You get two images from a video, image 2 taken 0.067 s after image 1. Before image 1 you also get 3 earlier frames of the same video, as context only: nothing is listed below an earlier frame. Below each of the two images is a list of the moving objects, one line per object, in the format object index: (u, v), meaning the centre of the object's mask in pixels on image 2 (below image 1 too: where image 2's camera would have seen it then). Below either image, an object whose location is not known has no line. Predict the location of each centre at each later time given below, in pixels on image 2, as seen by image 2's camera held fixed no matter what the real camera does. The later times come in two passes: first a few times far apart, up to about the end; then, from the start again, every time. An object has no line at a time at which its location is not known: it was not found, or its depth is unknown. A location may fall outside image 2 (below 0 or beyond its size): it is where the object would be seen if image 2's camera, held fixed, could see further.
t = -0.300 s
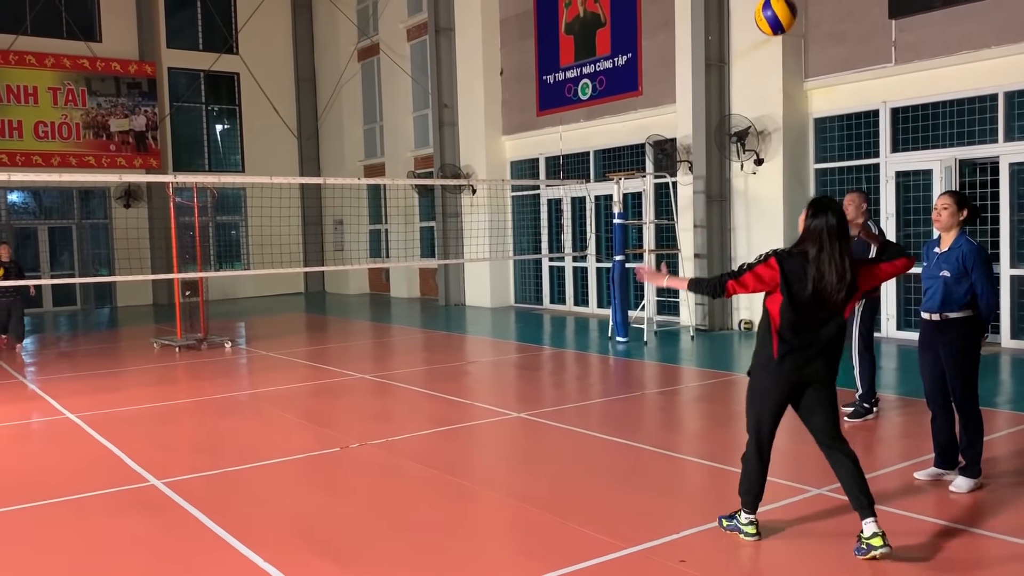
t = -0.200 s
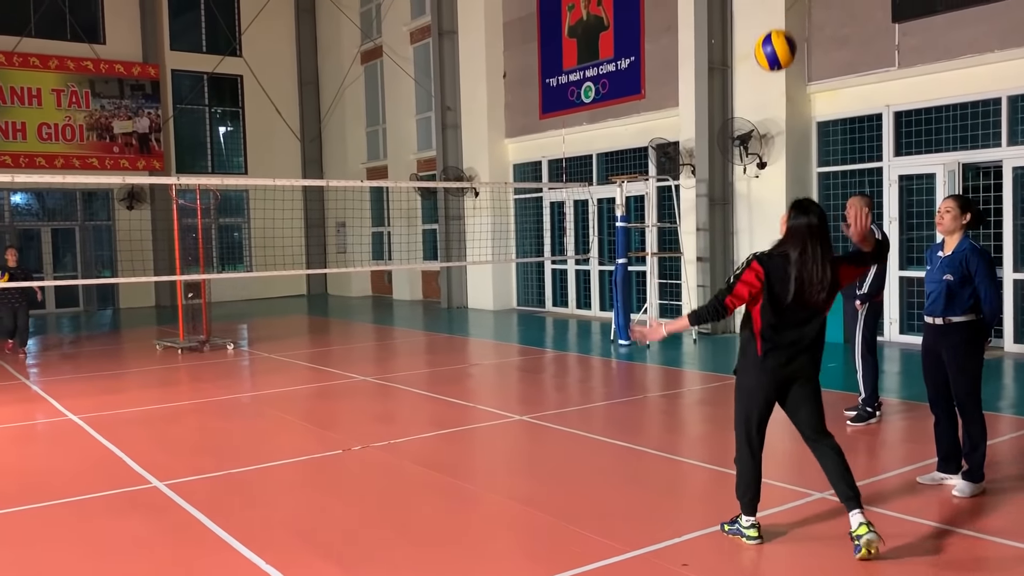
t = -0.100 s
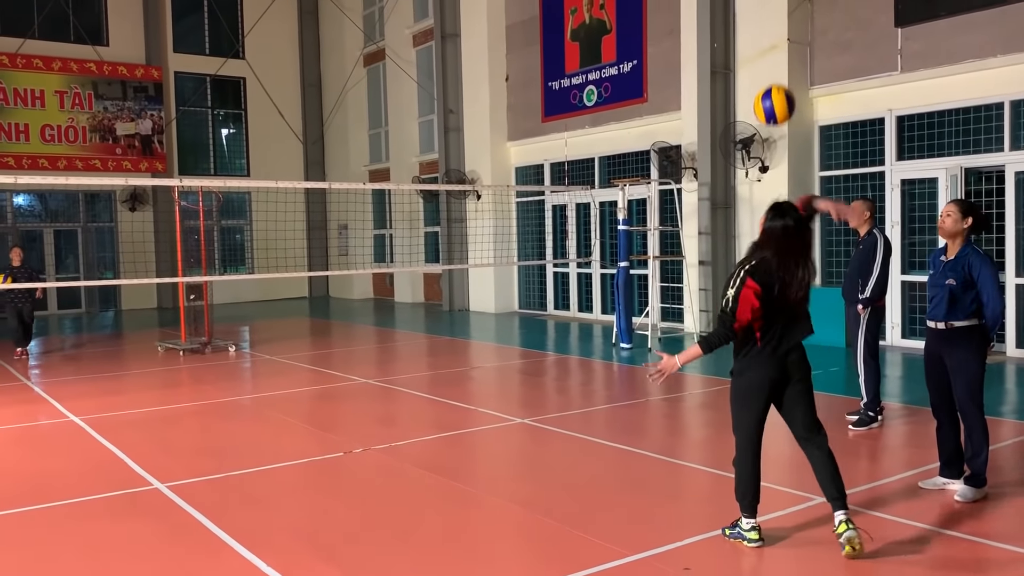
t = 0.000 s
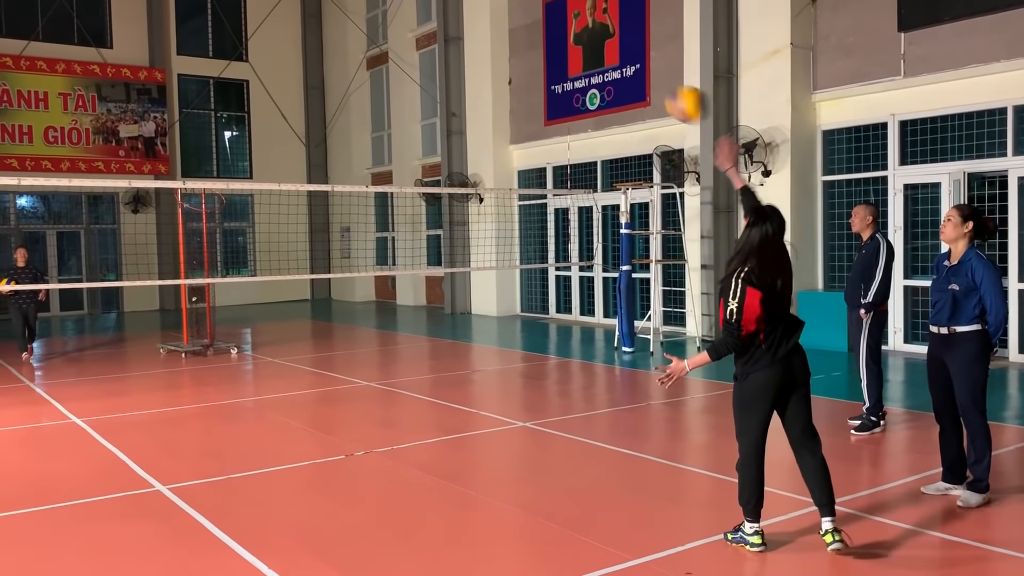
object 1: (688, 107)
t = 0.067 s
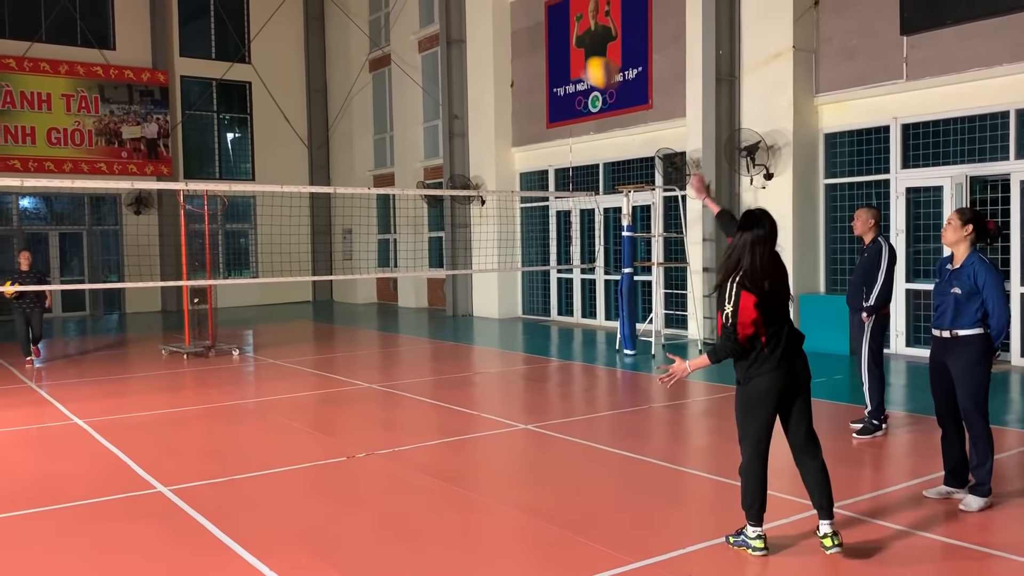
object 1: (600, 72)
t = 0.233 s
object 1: (450, 38)
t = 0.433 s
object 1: (355, 52)
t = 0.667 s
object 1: (291, 104)
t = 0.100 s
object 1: (564, 61)
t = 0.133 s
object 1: (528, 53)
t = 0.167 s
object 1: (500, 46)
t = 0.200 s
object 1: (473, 41)
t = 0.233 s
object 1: (450, 38)
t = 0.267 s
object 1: (431, 39)
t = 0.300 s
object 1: (413, 39)
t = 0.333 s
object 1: (396, 40)
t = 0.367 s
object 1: (380, 43)
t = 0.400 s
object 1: (368, 47)
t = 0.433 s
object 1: (355, 52)
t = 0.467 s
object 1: (344, 57)
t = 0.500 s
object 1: (333, 64)
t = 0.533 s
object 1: (323, 70)
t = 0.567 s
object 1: (315, 78)
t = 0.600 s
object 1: (307, 87)
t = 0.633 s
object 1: (299, 95)
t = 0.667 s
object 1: (291, 104)
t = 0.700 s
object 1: (285, 113)
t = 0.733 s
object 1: (279, 123)
